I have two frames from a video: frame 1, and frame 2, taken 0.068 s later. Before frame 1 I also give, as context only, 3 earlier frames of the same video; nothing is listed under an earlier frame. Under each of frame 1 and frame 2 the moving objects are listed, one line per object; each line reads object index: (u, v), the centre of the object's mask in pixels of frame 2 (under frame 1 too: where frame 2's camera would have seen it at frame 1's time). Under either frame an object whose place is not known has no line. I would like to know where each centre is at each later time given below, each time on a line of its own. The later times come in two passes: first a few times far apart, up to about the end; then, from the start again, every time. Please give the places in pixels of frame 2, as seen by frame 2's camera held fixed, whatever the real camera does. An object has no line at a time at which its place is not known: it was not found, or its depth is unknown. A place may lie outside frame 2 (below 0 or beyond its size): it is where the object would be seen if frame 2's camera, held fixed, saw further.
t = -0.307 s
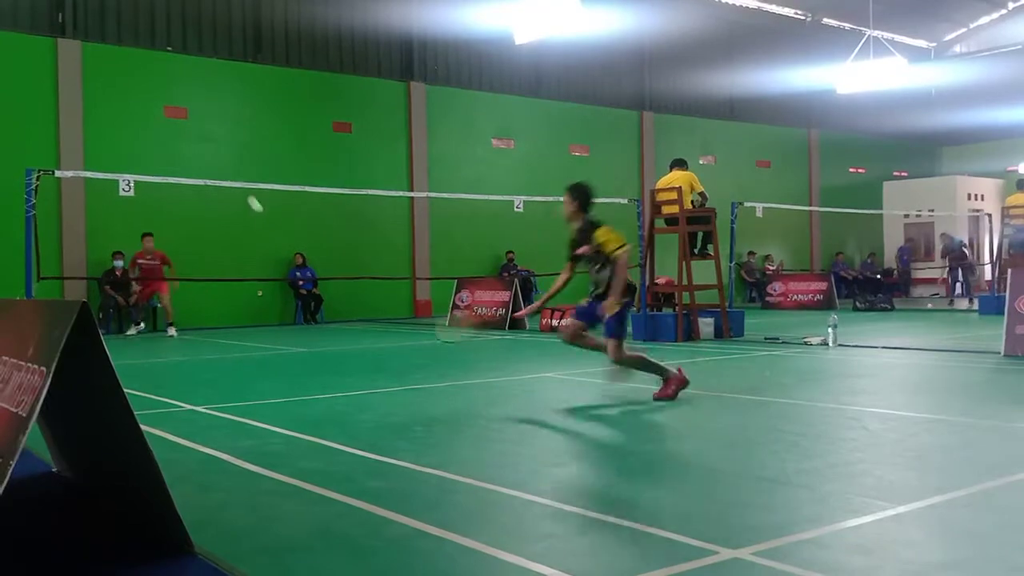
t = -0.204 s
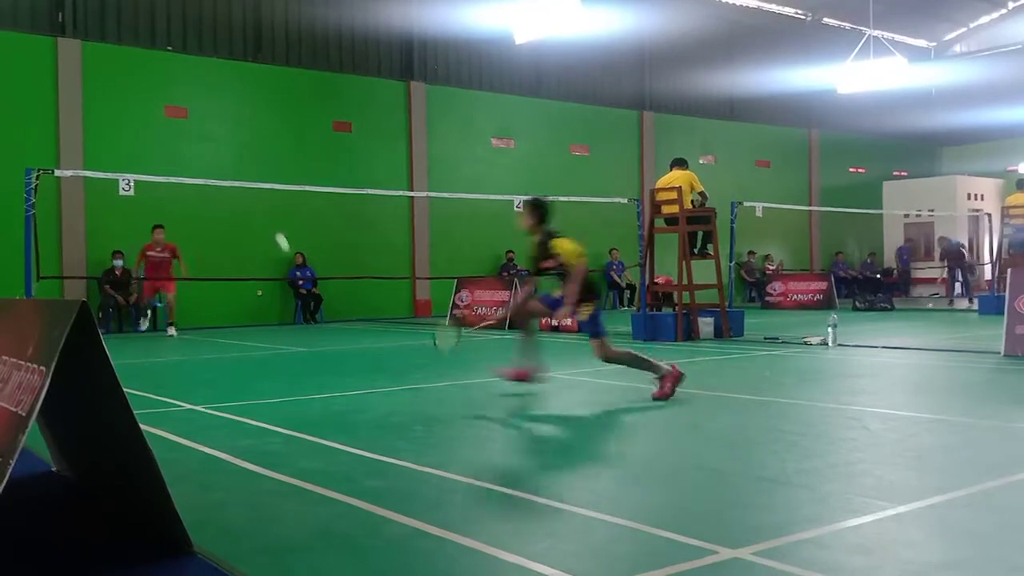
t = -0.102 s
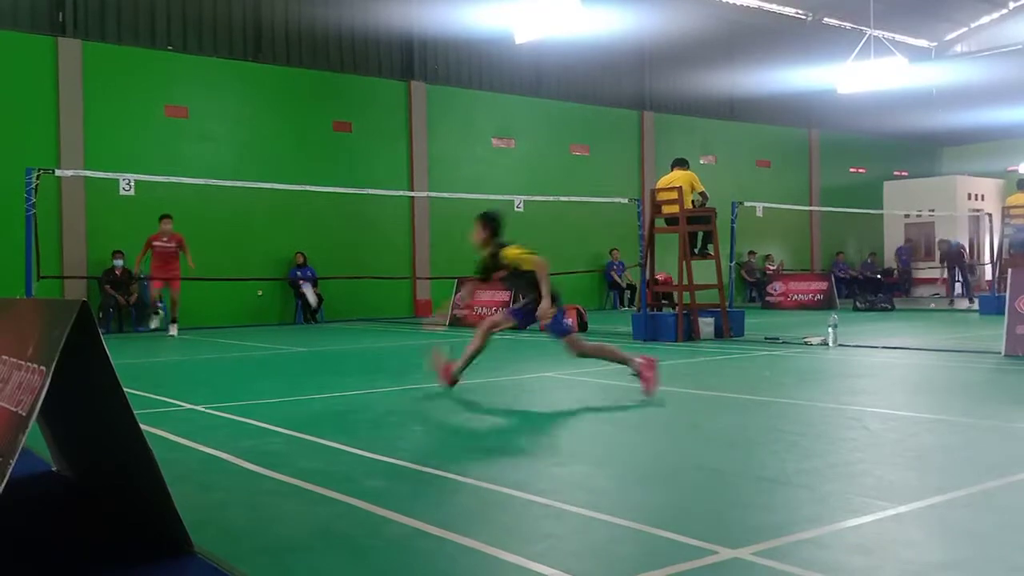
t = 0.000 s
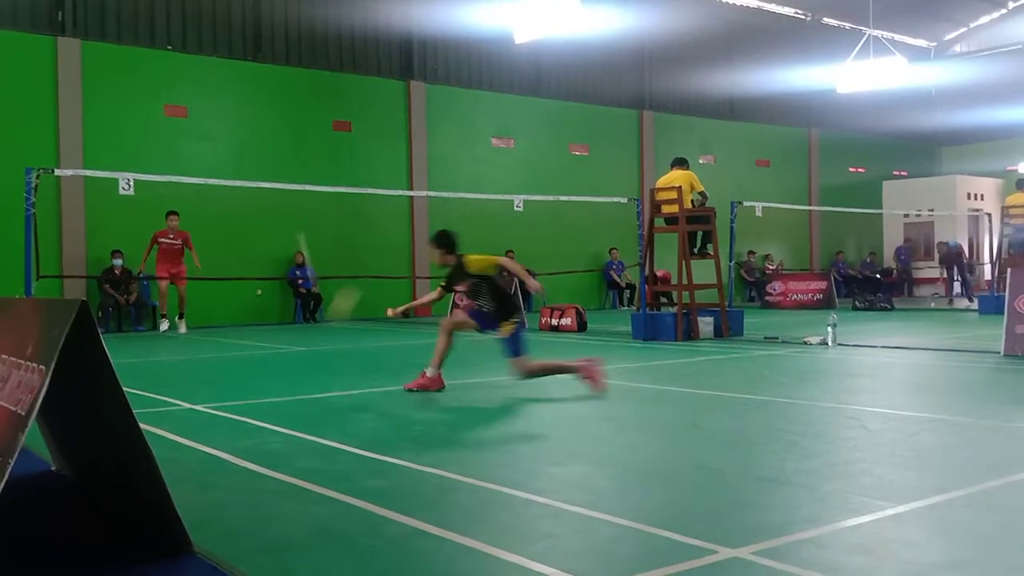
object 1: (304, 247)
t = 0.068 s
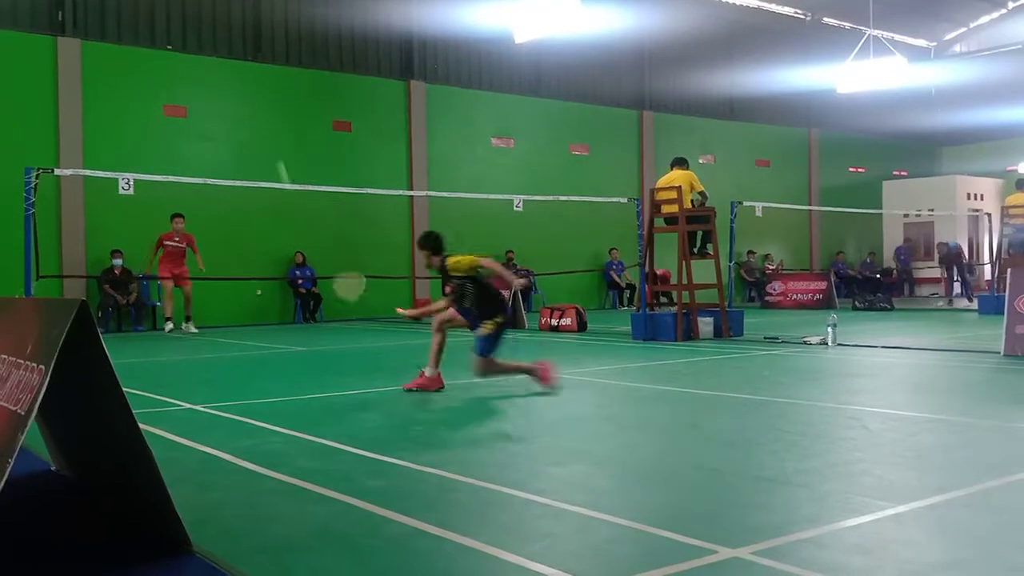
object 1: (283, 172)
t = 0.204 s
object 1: (261, 102)
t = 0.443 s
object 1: (246, 73)
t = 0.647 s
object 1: (240, 93)
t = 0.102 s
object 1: (276, 149)
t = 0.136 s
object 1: (270, 130)
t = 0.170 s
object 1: (266, 114)
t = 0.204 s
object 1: (261, 102)
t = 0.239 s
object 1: (258, 93)
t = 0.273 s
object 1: (255, 86)
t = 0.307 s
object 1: (253, 80)
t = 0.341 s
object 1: (250, 76)
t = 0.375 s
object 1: (249, 74)
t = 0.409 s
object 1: (247, 73)
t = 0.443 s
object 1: (246, 73)
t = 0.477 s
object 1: (245, 73)
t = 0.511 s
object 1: (242, 77)
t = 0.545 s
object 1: (242, 80)
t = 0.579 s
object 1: (241, 84)
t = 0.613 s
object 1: (240, 88)
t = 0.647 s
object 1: (240, 93)
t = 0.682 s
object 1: (239, 99)
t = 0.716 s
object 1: (239, 105)
